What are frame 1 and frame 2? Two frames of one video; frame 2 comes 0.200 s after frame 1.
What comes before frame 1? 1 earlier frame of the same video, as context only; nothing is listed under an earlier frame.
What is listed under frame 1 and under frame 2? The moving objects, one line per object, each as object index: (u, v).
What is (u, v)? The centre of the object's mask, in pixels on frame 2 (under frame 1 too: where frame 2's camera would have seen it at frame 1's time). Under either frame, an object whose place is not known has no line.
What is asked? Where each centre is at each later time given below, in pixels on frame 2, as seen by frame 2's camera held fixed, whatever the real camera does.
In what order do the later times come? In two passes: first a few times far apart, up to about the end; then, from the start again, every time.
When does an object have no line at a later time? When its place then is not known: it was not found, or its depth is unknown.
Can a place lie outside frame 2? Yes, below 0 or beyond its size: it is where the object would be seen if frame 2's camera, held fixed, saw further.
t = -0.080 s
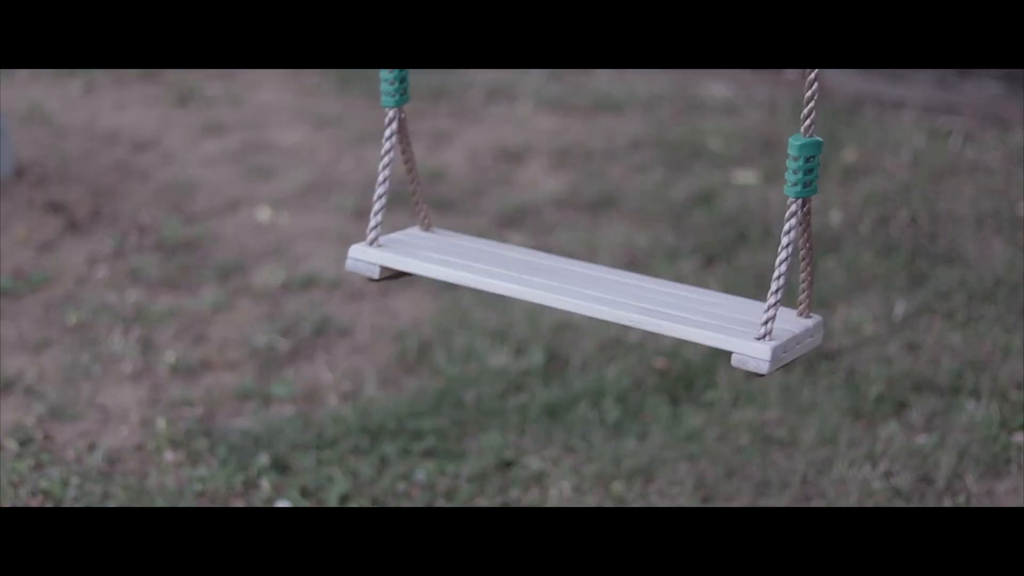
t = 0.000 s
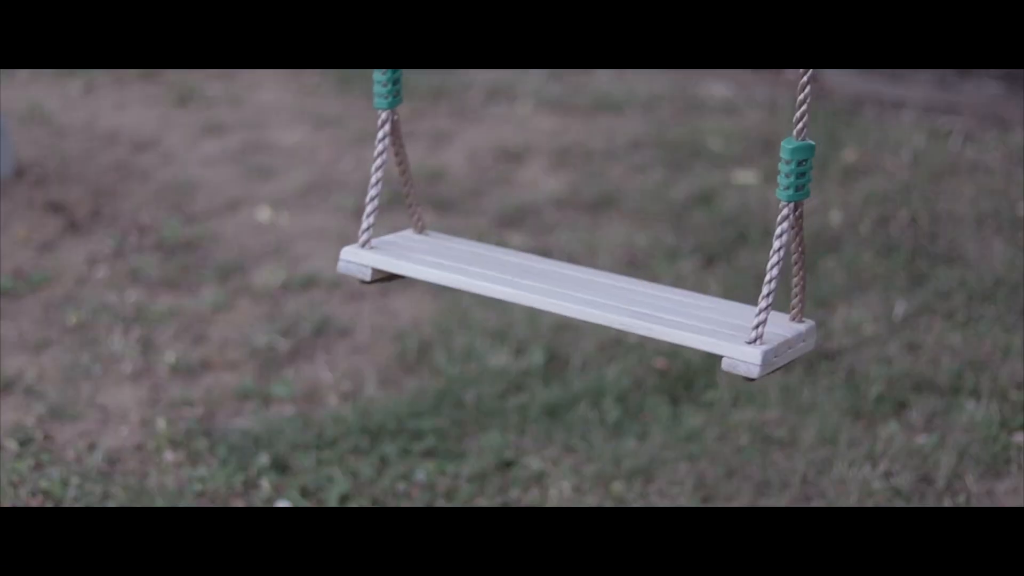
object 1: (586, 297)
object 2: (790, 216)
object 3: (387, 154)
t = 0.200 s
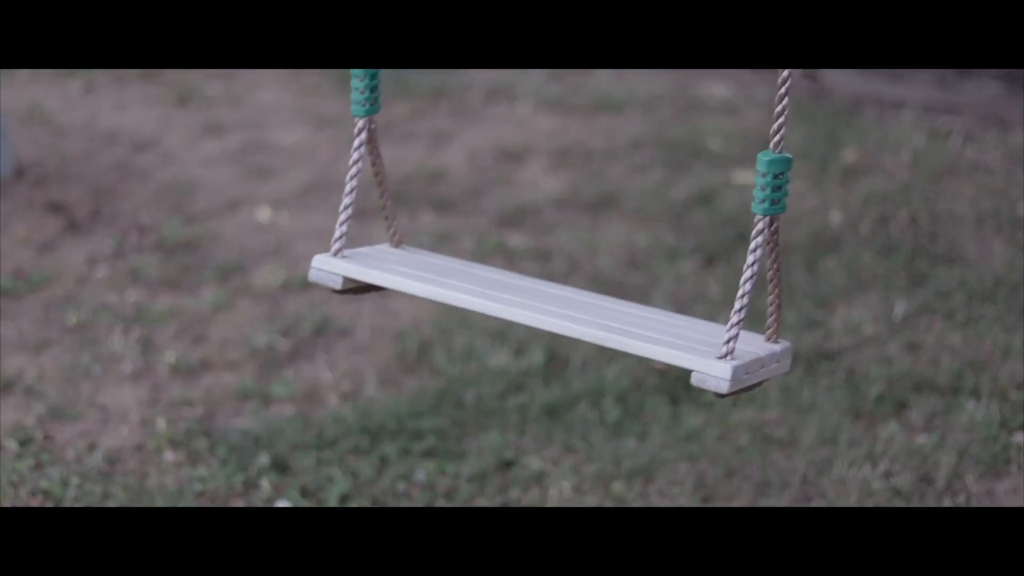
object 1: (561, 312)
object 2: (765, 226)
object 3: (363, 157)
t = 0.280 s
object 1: (549, 320)
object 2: (755, 232)
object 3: (352, 160)
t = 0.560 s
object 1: (509, 346)
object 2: (721, 251)
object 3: (309, 174)
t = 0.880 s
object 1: (481, 369)
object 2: (704, 265)
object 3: (276, 188)
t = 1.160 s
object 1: (485, 374)
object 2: (712, 269)
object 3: (277, 193)
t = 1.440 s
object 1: (515, 366)
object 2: (737, 263)
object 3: (308, 187)
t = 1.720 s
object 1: (554, 343)
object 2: (766, 249)
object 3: (353, 173)
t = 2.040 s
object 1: (590, 314)
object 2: (793, 229)
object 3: (391, 158)
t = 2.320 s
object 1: (598, 296)
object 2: (800, 215)
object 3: (399, 152)
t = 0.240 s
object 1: (555, 316)
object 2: (760, 230)
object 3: (358, 159)
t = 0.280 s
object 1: (549, 320)
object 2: (755, 232)
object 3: (352, 160)
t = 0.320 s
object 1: (543, 324)
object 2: (749, 235)
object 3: (346, 162)
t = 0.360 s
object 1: (537, 327)
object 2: (744, 237)
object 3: (340, 163)
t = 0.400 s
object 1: (531, 331)
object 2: (739, 240)
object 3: (334, 165)
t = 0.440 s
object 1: (526, 335)
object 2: (734, 243)
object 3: (328, 167)
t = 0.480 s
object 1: (520, 338)
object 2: (729, 245)
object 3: (321, 169)
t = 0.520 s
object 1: (515, 343)
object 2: (725, 248)
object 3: (315, 172)
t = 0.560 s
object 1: (509, 346)
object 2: (721, 251)
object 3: (309, 174)
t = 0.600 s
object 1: (504, 350)
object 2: (717, 252)
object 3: (304, 177)
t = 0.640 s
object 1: (499, 353)
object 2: (714, 255)
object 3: (298, 178)
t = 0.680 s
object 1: (494, 356)
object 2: (711, 257)
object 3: (293, 180)
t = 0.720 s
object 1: (491, 360)
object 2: (709, 260)
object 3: (289, 182)
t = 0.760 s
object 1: (487, 362)
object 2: (707, 261)
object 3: (285, 184)
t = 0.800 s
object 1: (484, 365)
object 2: (706, 263)
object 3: (282, 186)
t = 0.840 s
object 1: (482, 367)
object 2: (705, 264)
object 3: (279, 186)
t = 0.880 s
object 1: (481, 369)
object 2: (704, 265)
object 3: (276, 188)
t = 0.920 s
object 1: (479, 371)
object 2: (704, 267)
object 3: (274, 190)
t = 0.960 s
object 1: (479, 372)
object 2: (704, 268)
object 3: (273, 191)
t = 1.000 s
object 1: (478, 373)
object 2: (705, 268)
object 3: (272, 192)
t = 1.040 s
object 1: (479, 374)
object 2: (706, 270)
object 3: (272, 193)
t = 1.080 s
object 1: (481, 374)
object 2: (708, 269)
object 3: (273, 193)
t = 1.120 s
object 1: (482, 374)
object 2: (709, 269)
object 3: (274, 193)
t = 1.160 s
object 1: (485, 374)
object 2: (712, 269)
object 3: (277, 193)
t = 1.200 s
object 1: (487, 374)
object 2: (715, 269)
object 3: (280, 193)
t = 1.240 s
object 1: (490, 373)
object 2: (718, 268)
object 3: (283, 193)
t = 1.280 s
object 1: (494, 373)
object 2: (721, 268)
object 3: (287, 192)
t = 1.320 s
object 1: (499, 372)
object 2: (725, 267)
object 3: (292, 191)
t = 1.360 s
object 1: (504, 370)
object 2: (729, 265)
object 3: (297, 189)
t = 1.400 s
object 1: (509, 368)
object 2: (732, 264)
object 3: (302, 189)
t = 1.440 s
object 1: (515, 366)
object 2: (737, 263)
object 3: (308, 187)
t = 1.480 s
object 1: (521, 363)
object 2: (741, 261)
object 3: (315, 185)
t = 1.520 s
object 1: (526, 360)
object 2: (745, 259)
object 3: (320, 183)
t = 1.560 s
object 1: (531, 357)
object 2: (749, 258)
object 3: (327, 182)
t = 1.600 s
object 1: (537, 354)
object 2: (753, 256)
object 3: (333, 179)
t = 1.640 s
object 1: (543, 350)
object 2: (757, 254)
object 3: (339, 177)
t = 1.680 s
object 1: (548, 346)
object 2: (762, 251)
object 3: (346, 175)
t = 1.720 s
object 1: (554, 343)
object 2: (766, 249)
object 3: (353, 173)
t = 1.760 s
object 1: (559, 340)
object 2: (770, 246)
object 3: (358, 170)
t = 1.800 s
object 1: (564, 336)
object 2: (774, 244)
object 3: (365, 167)
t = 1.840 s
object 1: (569, 332)
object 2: (778, 242)
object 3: (370, 164)
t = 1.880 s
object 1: (573, 328)
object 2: (781, 239)
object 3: (376, 163)
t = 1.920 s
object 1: (578, 324)
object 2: (785, 236)
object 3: (381, 161)
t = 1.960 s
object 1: (582, 321)
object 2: (787, 234)
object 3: (384, 160)
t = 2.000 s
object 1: (585, 317)
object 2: (790, 231)
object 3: (388, 159)
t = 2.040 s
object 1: (590, 314)
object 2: (793, 229)
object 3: (391, 158)
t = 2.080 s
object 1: (592, 310)
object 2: (795, 226)
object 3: (394, 157)
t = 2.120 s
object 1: (595, 307)
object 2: (797, 224)
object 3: (396, 155)
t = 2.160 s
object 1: (596, 304)
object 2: (798, 222)
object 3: (397, 155)
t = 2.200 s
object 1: (597, 302)
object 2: (799, 220)
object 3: (399, 154)
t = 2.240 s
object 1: (598, 299)
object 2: (800, 218)
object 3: (399, 153)
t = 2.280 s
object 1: (598, 298)
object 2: (800, 216)
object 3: (399, 153)
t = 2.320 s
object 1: (598, 296)
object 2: (800, 215)
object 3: (399, 152)
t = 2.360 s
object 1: (597, 295)
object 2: (800, 214)
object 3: (399, 152)
